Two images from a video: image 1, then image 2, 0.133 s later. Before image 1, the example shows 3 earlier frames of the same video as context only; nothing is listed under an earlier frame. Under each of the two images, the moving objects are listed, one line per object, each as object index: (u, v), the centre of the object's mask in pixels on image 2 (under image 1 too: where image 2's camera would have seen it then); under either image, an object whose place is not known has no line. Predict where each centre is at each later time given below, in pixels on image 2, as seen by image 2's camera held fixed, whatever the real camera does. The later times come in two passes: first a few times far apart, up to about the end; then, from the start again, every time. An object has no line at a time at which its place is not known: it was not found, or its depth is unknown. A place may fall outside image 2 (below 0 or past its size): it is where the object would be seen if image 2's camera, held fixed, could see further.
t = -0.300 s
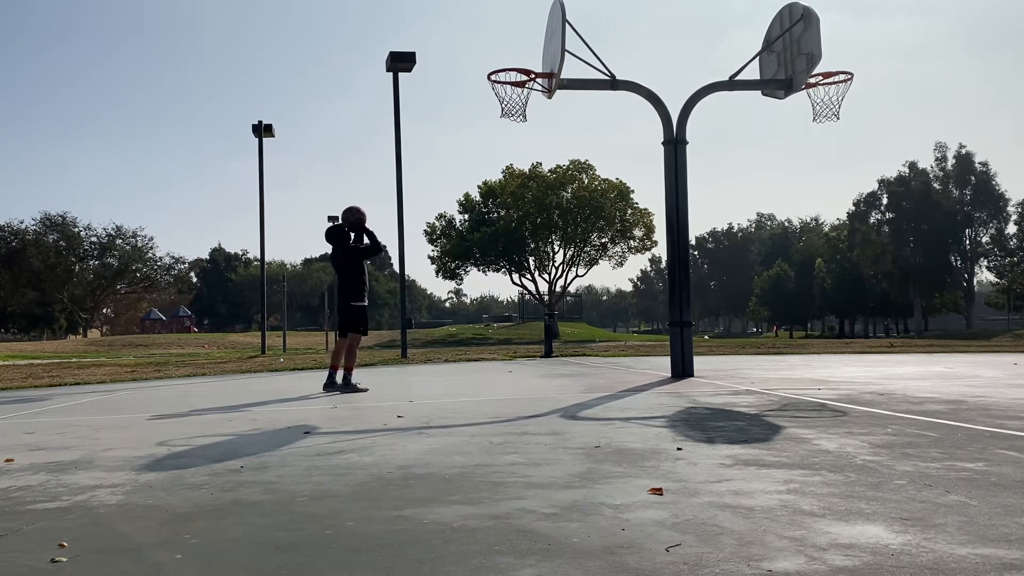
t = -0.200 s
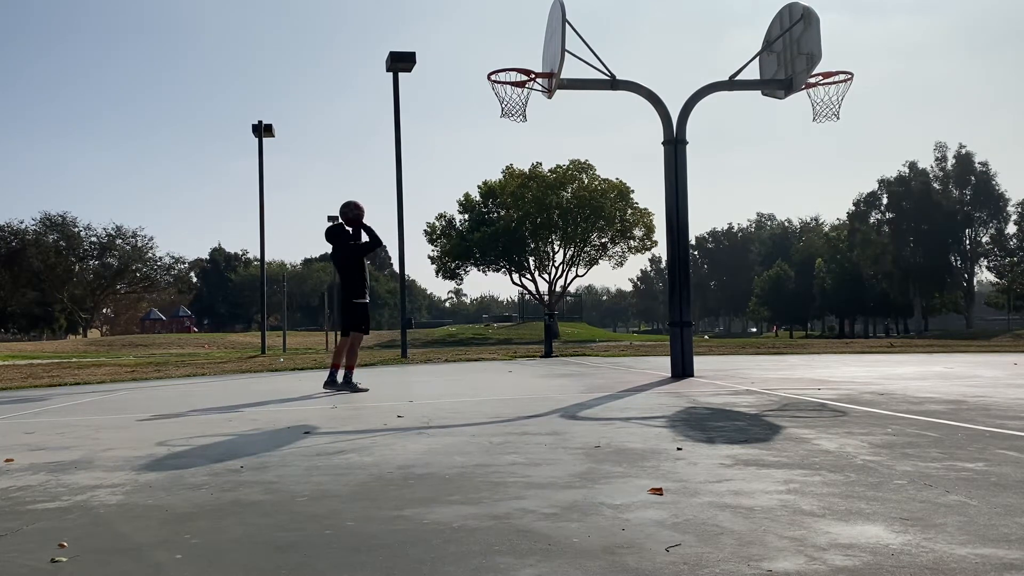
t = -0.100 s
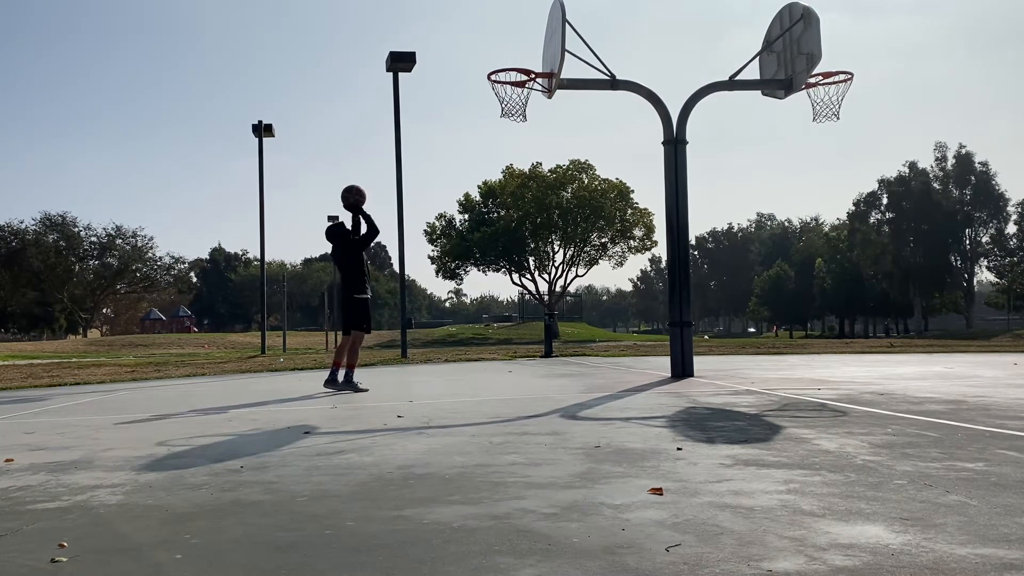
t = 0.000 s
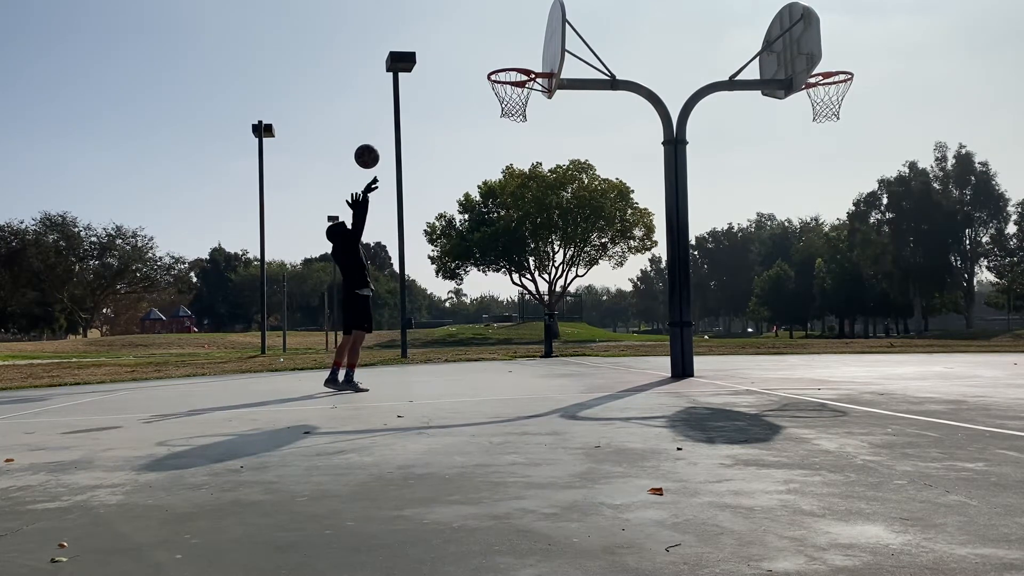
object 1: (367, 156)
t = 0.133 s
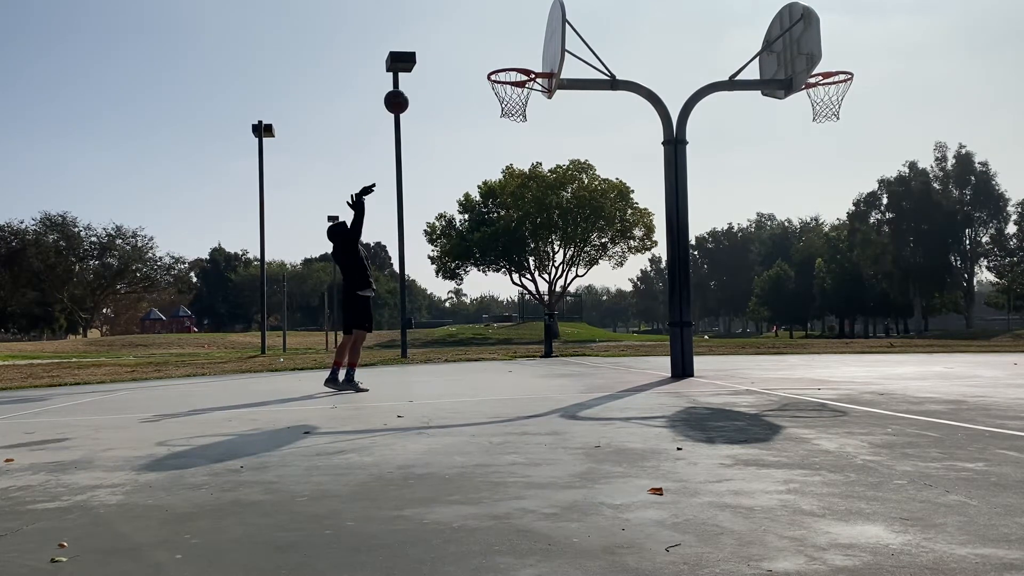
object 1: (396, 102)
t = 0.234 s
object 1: (418, 73)
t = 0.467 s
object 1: (468, 44)
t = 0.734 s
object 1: (521, 75)
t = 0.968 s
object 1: (493, 92)
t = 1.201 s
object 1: (503, 118)
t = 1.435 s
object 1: (522, 191)
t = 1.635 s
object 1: (538, 293)
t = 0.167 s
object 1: (403, 91)
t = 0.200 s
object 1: (411, 81)
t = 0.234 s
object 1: (418, 73)
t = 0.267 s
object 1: (425, 65)
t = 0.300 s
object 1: (432, 59)
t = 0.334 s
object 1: (439, 54)
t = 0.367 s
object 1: (447, 50)
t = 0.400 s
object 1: (454, 47)
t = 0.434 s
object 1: (461, 45)
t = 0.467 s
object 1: (468, 44)
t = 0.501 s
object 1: (475, 45)
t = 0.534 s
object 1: (482, 46)
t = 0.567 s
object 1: (490, 48)
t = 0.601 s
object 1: (497, 52)
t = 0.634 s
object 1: (504, 57)
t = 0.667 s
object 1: (511, 62)
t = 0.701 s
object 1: (517, 67)
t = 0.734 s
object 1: (521, 75)
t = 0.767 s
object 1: (515, 78)
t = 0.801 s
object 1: (508, 83)
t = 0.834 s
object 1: (501, 88)
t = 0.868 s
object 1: (496, 91)
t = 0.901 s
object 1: (494, 91)
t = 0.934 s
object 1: (493, 91)
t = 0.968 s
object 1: (493, 92)
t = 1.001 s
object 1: (494, 92)
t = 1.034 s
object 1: (494, 95)
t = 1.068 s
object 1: (495, 98)
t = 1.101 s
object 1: (497, 102)
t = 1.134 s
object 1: (499, 106)
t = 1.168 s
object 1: (501, 112)
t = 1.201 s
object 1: (503, 118)
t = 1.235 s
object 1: (506, 126)
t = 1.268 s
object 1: (509, 134)
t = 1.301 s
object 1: (511, 144)
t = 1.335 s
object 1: (514, 154)
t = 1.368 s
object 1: (516, 165)
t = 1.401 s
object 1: (519, 177)
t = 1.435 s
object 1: (522, 191)
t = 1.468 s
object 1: (526, 205)
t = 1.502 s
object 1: (528, 221)
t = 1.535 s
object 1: (530, 238)
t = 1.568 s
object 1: (533, 255)
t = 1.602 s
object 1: (535, 274)
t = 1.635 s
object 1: (538, 293)
